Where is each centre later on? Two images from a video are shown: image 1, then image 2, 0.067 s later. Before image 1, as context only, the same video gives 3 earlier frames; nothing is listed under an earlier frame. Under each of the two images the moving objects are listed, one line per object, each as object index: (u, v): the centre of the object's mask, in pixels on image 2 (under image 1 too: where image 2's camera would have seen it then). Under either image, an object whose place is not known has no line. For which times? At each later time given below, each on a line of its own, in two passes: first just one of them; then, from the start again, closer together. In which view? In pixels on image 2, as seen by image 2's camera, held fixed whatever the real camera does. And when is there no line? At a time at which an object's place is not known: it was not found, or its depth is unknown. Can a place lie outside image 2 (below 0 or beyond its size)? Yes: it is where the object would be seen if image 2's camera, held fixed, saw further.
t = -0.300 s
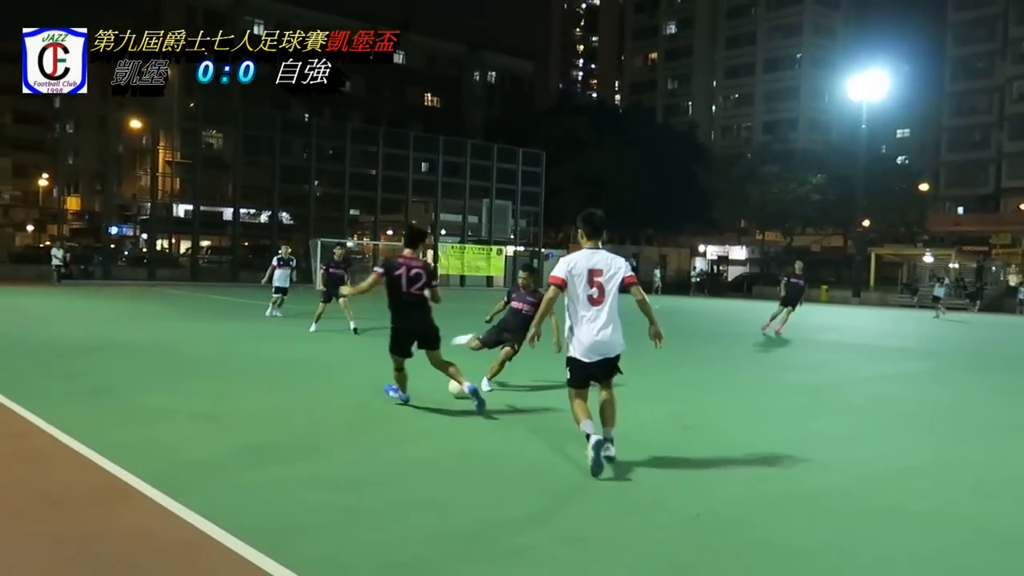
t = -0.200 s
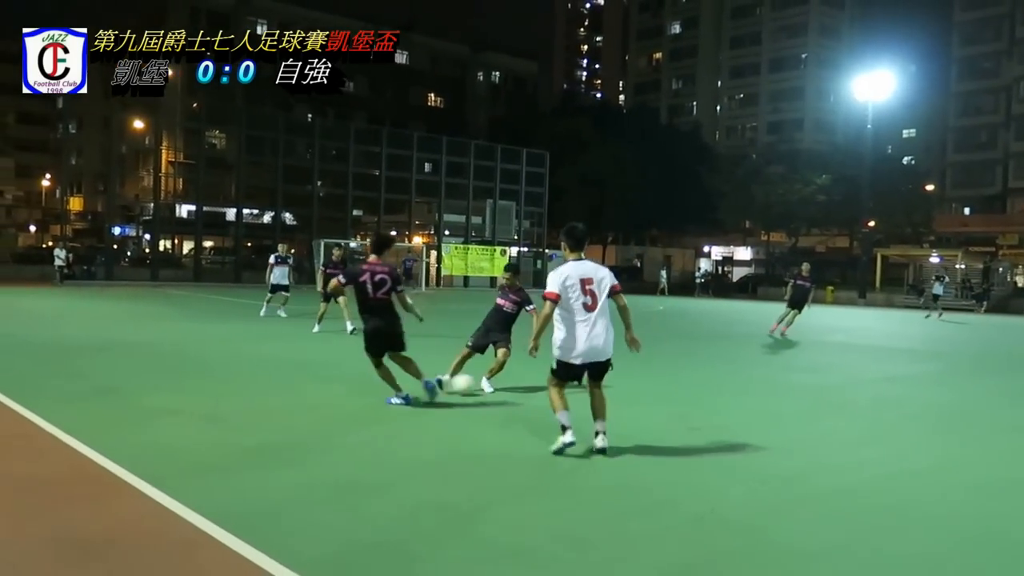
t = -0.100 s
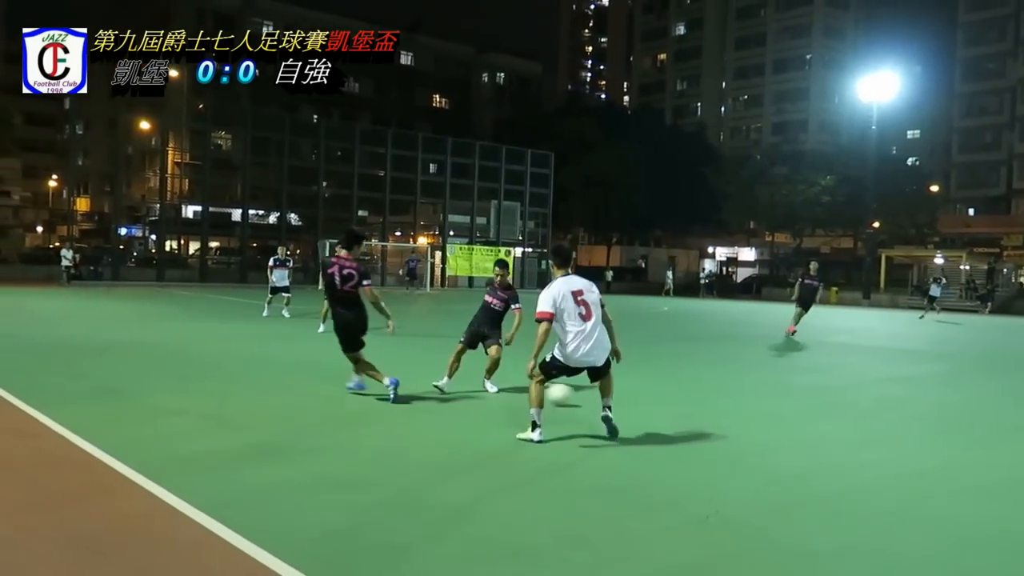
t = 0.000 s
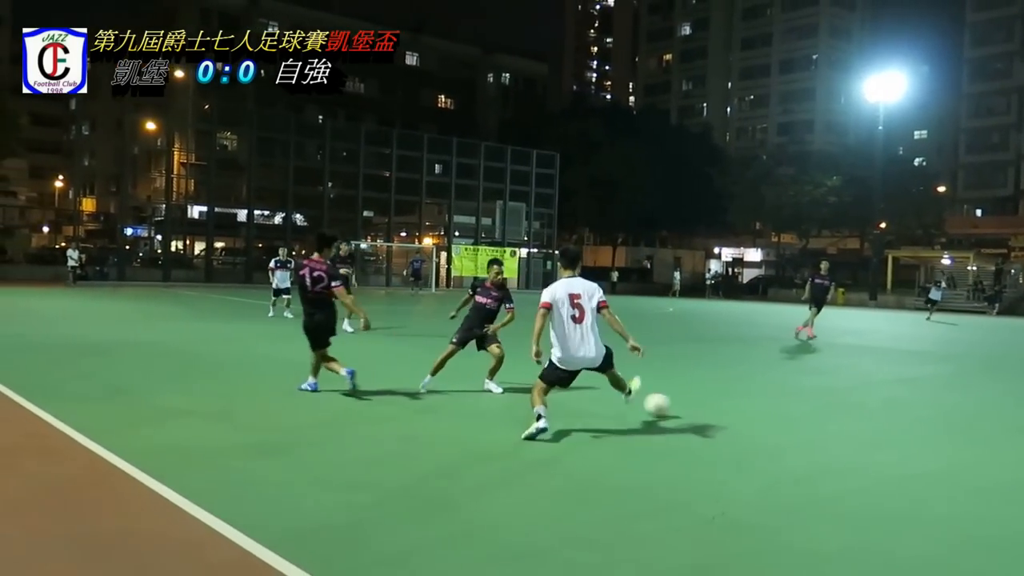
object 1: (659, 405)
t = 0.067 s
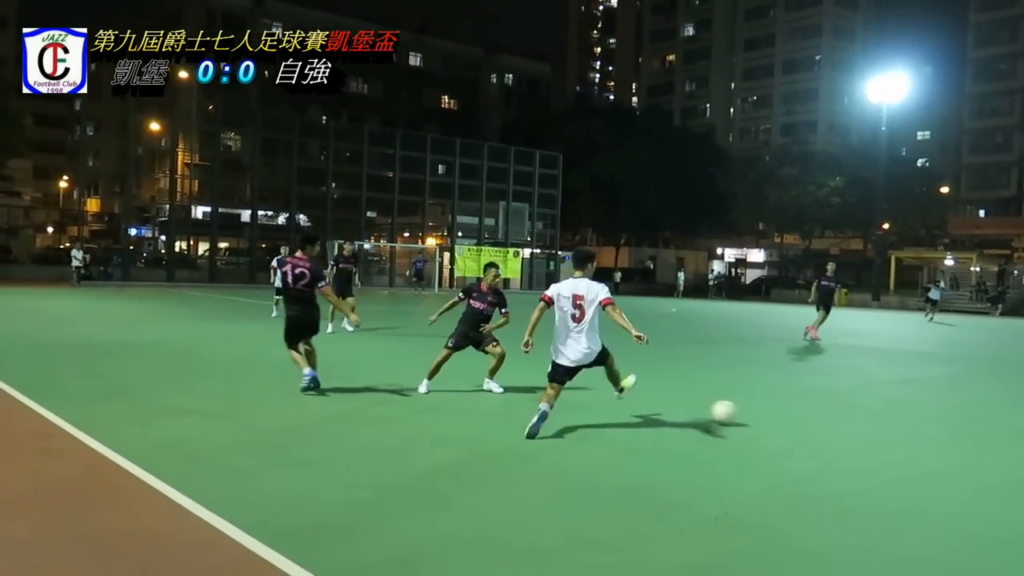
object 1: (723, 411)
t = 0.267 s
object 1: (908, 431)
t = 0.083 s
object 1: (738, 413)
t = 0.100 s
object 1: (753, 415)
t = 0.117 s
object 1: (768, 417)
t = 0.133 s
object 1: (784, 418)
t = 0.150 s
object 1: (799, 419)
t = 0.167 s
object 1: (815, 421)
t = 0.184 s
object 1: (830, 422)
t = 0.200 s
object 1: (845, 425)
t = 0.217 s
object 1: (860, 425)
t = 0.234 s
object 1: (874, 427)
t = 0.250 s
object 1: (890, 428)
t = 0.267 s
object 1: (908, 431)
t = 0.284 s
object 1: (920, 431)
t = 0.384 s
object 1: (1007, 438)
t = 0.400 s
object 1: (1018, 440)
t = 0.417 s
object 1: (1034, 439)
